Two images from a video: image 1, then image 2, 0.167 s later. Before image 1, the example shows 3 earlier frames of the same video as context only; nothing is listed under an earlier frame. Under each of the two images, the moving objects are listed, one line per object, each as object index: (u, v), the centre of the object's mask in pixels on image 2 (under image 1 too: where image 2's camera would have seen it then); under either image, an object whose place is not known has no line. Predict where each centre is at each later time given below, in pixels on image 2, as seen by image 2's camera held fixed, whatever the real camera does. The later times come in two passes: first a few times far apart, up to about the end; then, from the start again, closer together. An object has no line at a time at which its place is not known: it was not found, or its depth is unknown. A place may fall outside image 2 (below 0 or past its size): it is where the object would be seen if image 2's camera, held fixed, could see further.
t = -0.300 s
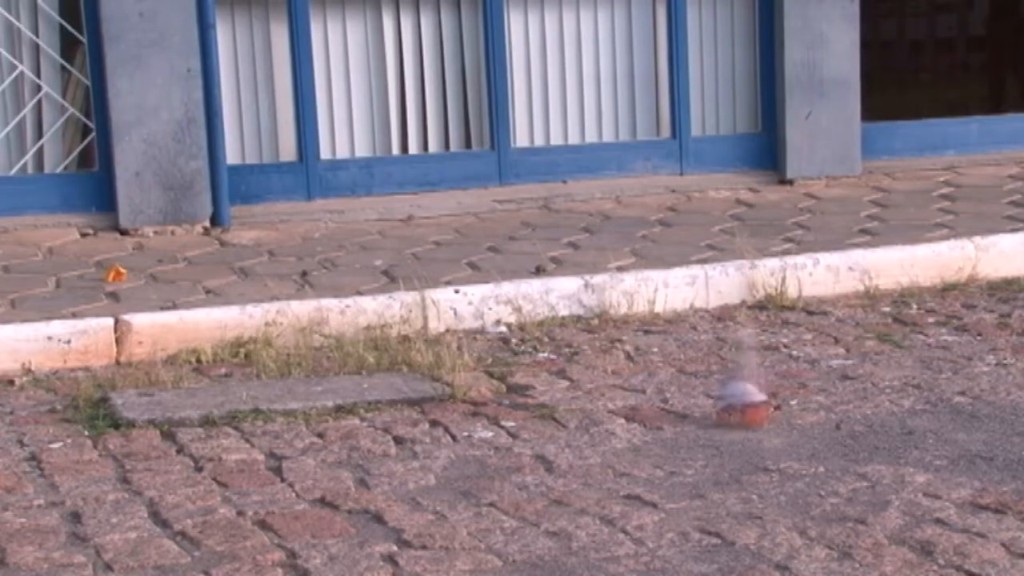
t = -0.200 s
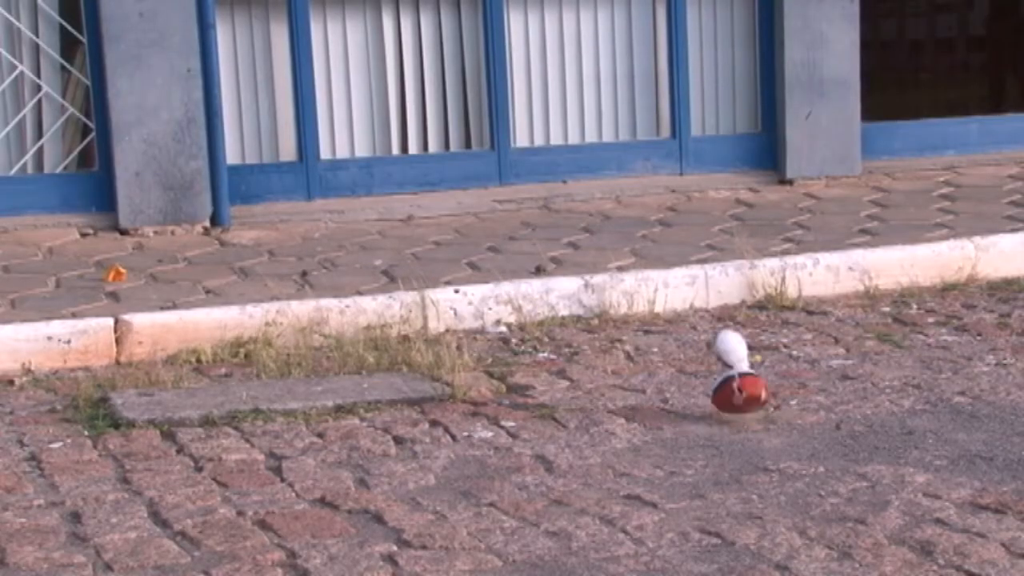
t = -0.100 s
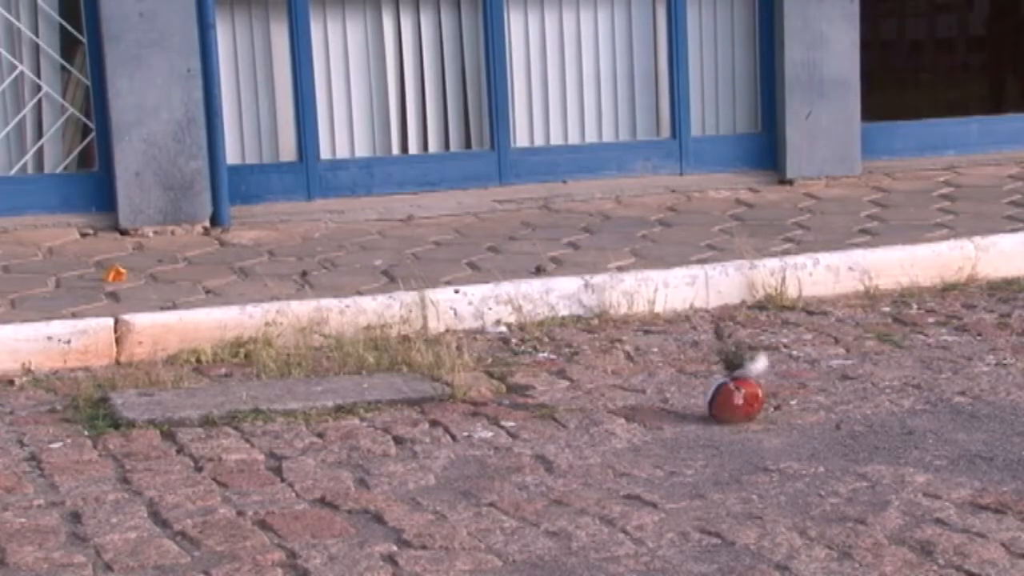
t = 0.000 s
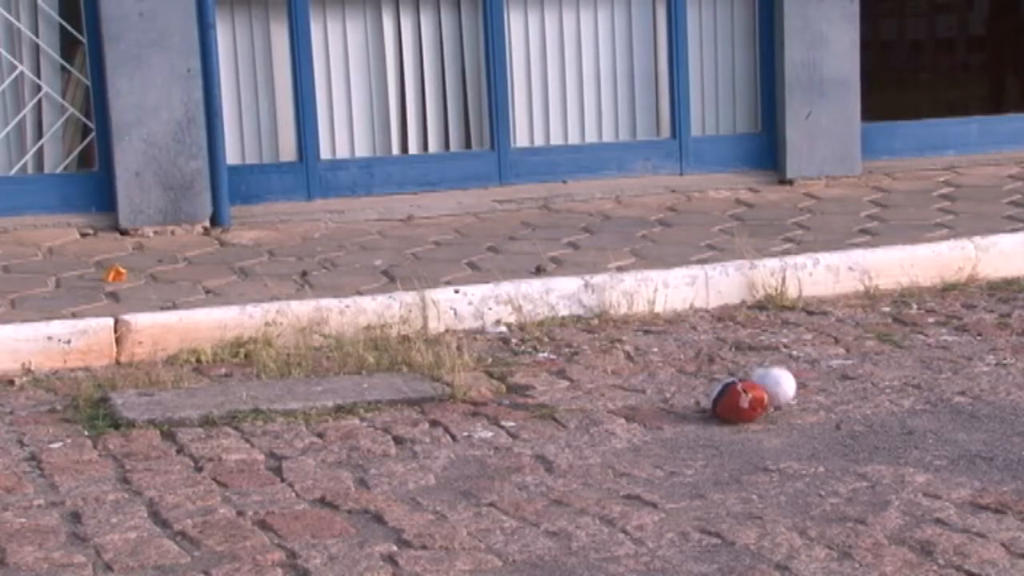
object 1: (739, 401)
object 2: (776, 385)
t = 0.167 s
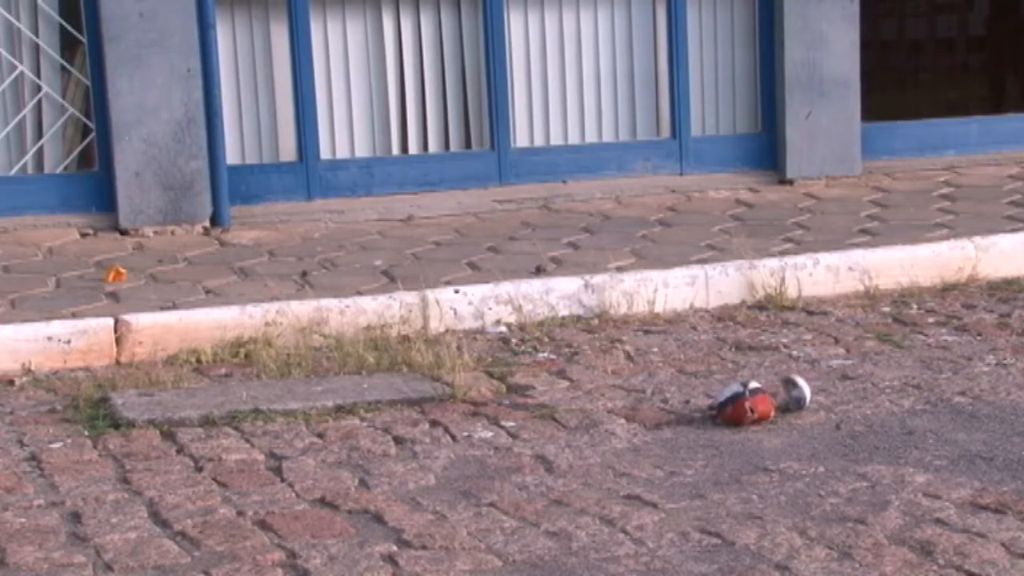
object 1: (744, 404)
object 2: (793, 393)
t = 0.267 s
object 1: (747, 406)
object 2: (805, 395)
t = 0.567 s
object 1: (747, 406)
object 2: (814, 399)
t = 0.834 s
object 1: (747, 406)
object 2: (806, 400)
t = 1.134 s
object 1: (747, 406)
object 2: (805, 400)
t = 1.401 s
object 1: (747, 406)
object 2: (805, 400)
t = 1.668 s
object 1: (747, 406)
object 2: (805, 400)
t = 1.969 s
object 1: (747, 406)
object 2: (805, 400)
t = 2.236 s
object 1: (747, 406)
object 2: (805, 400)
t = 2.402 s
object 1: (747, 406)
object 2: (805, 400)
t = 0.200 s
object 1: (745, 405)
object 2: (796, 392)
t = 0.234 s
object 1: (746, 405)
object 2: (799, 393)
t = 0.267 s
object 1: (747, 406)
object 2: (805, 395)
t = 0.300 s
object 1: (748, 406)
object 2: (810, 395)
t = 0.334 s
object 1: (748, 406)
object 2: (821, 389)
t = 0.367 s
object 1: (748, 406)
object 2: (826, 387)
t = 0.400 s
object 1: (748, 406)
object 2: (833, 387)
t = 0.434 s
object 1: (747, 406)
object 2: (834, 387)
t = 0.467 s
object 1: (747, 406)
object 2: (834, 388)
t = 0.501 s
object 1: (747, 406)
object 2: (819, 396)
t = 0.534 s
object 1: (747, 406)
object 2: (816, 398)
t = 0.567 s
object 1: (747, 406)
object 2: (814, 399)
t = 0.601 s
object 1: (747, 406)
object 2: (812, 399)
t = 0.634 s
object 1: (747, 406)
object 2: (808, 398)
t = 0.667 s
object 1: (747, 406)
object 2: (808, 398)
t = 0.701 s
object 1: (747, 406)
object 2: (806, 400)
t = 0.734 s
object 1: (747, 406)
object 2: (807, 400)
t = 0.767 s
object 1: (747, 406)
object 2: (807, 400)
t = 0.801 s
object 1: (747, 406)
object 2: (807, 400)
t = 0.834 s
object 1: (747, 406)
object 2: (806, 400)
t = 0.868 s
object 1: (747, 406)
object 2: (805, 400)
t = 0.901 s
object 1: (747, 406)
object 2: (805, 400)
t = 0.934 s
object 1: (747, 406)
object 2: (805, 400)
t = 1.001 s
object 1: (747, 406)
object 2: (805, 400)
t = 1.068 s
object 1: (747, 406)
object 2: (805, 400)
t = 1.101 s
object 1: (747, 406)
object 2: (805, 400)
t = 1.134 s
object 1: (747, 406)
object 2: (805, 400)
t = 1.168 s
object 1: (747, 406)
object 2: (805, 400)
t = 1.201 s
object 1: (747, 406)
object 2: (805, 400)
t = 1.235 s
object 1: (747, 406)
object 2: (805, 400)
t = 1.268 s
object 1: (747, 406)
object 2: (805, 400)
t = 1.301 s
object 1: (747, 406)
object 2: (805, 400)
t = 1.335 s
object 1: (747, 406)
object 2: (805, 400)
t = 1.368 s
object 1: (747, 406)
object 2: (805, 400)
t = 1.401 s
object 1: (747, 406)
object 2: (805, 400)
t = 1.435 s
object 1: (747, 406)
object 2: (805, 400)
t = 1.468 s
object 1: (747, 406)
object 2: (805, 400)
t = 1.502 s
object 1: (747, 406)
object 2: (805, 400)
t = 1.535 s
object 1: (747, 406)
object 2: (805, 400)
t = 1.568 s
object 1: (747, 406)
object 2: (805, 400)
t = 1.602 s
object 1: (747, 406)
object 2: (805, 400)
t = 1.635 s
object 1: (747, 406)
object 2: (805, 400)
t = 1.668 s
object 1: (747, 406)
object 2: (805, 400)
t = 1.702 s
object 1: (747, 406)
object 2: (805, 400)
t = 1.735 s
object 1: (747, 406)
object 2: (805, 400)
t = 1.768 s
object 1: (747, 406)
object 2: (805, 400)
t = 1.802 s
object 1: (747, 406)
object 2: (805, 400)
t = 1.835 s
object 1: (747, 406)
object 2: (805, 400)
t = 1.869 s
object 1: (747, 406)
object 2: (805, 400)
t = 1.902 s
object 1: (747, 406)
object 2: (805, 400)
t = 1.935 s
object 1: (747, 406)
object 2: (805, 400)
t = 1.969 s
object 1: (747, 406)
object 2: (805, 400)
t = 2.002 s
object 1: (747, 406)
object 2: (805, 400)
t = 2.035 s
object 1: (747, 406)
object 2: (805, 400)
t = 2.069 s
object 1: (747, 406)
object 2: (805, 400)
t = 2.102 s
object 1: (747, 406)
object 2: (805, 400)
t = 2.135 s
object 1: (747, 406)
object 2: (805, 400)
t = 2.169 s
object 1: (747, 406)
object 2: (805, 400)
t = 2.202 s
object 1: (747, 406)
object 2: (805, 400)
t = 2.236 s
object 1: (747, 406)
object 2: (805, 400)
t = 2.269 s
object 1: (747, 406)
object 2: (805, 400)
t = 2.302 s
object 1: (747, 406)
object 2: (805, 400)
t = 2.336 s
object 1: (747, 406)
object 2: (805, 400)
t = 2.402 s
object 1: (747, 406)
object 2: (805, 400)
